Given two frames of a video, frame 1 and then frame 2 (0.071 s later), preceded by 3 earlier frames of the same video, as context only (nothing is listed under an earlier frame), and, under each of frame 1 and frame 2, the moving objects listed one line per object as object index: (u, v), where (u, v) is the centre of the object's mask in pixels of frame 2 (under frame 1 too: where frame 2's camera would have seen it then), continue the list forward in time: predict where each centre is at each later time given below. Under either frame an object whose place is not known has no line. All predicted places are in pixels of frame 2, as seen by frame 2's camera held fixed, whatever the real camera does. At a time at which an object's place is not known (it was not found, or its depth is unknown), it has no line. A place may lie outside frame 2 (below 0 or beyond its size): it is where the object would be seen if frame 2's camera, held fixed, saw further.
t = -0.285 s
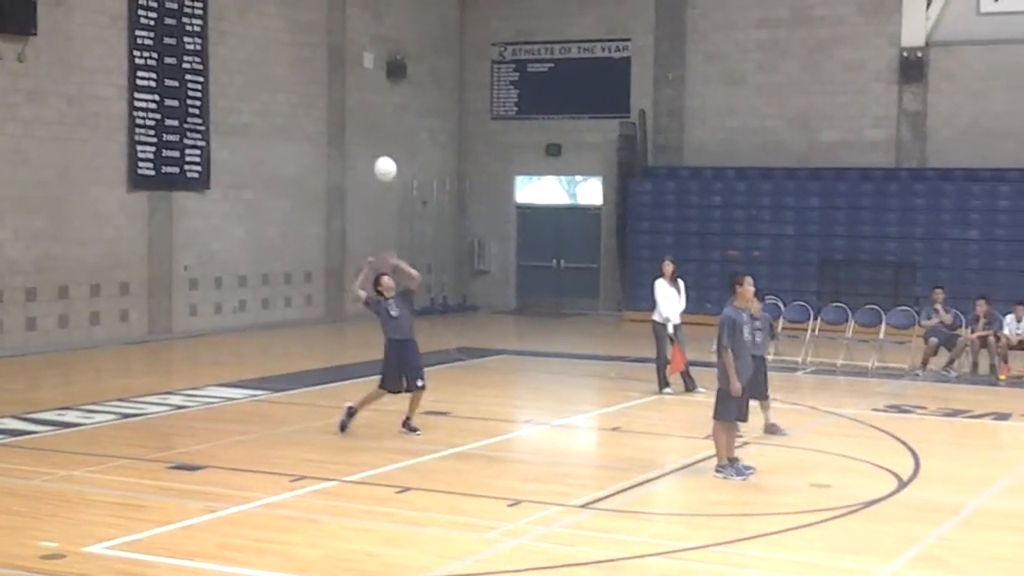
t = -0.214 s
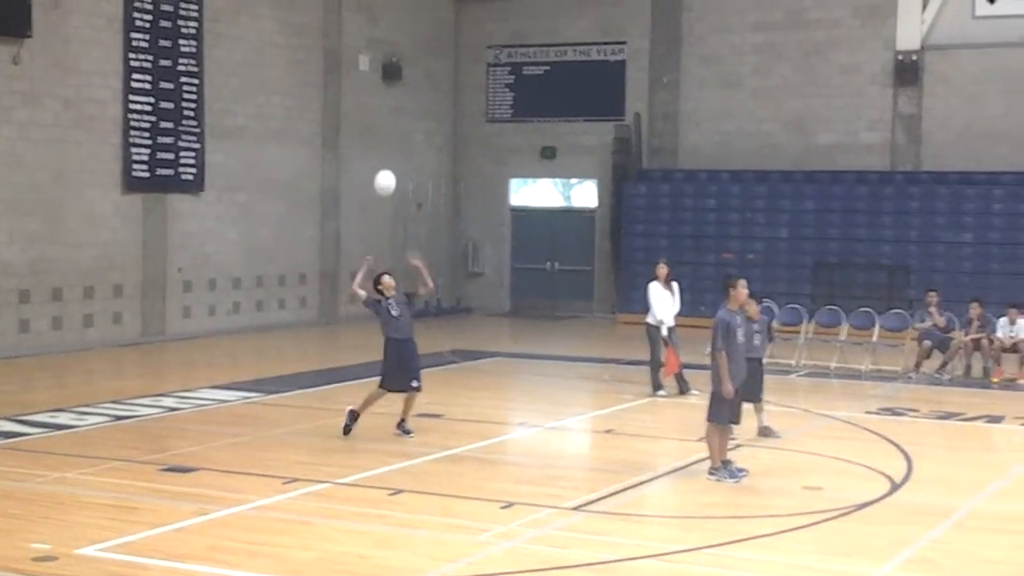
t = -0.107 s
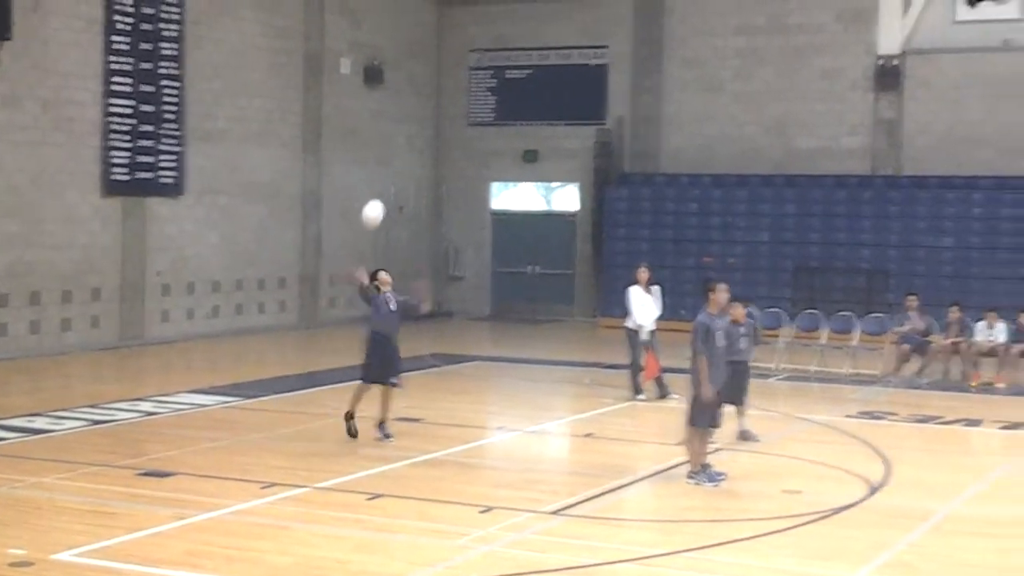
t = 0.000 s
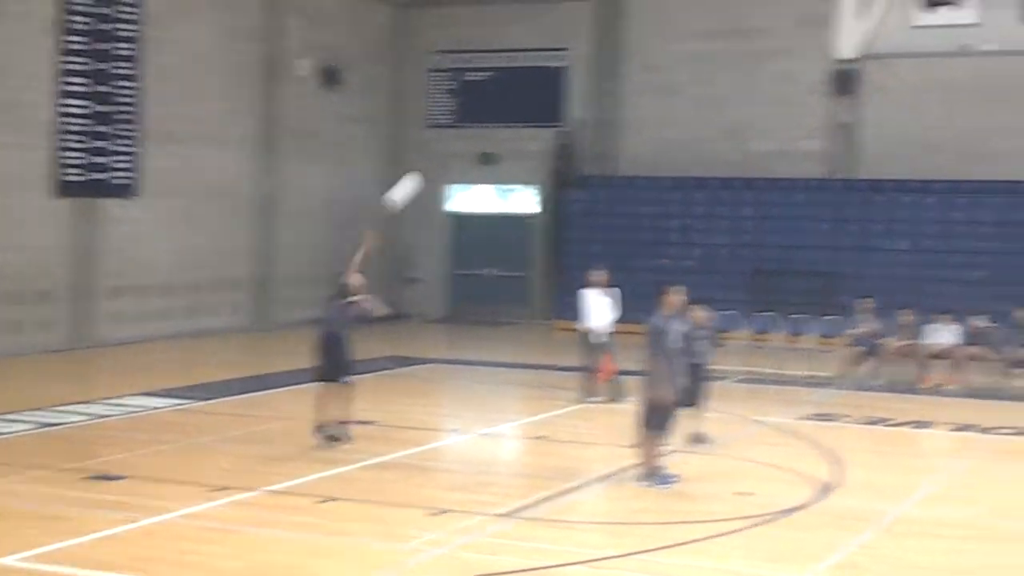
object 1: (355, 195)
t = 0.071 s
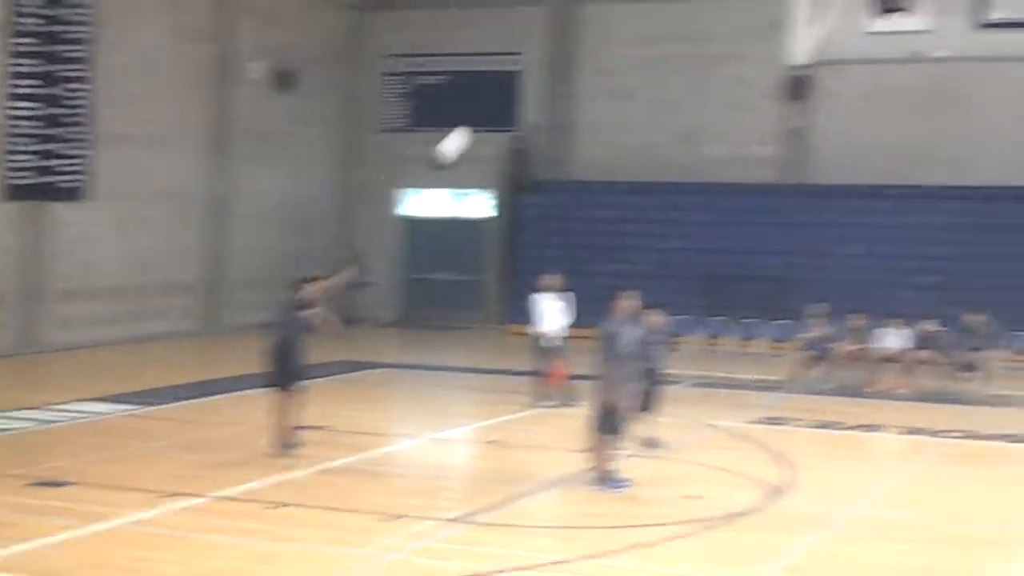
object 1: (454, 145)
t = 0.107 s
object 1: (500, 122)
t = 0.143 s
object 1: (549, 99)
